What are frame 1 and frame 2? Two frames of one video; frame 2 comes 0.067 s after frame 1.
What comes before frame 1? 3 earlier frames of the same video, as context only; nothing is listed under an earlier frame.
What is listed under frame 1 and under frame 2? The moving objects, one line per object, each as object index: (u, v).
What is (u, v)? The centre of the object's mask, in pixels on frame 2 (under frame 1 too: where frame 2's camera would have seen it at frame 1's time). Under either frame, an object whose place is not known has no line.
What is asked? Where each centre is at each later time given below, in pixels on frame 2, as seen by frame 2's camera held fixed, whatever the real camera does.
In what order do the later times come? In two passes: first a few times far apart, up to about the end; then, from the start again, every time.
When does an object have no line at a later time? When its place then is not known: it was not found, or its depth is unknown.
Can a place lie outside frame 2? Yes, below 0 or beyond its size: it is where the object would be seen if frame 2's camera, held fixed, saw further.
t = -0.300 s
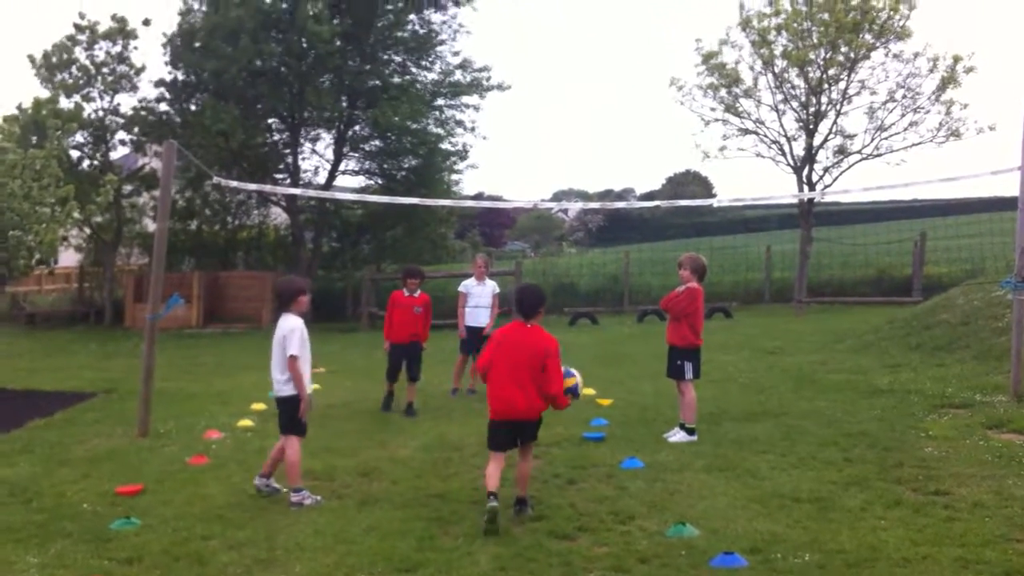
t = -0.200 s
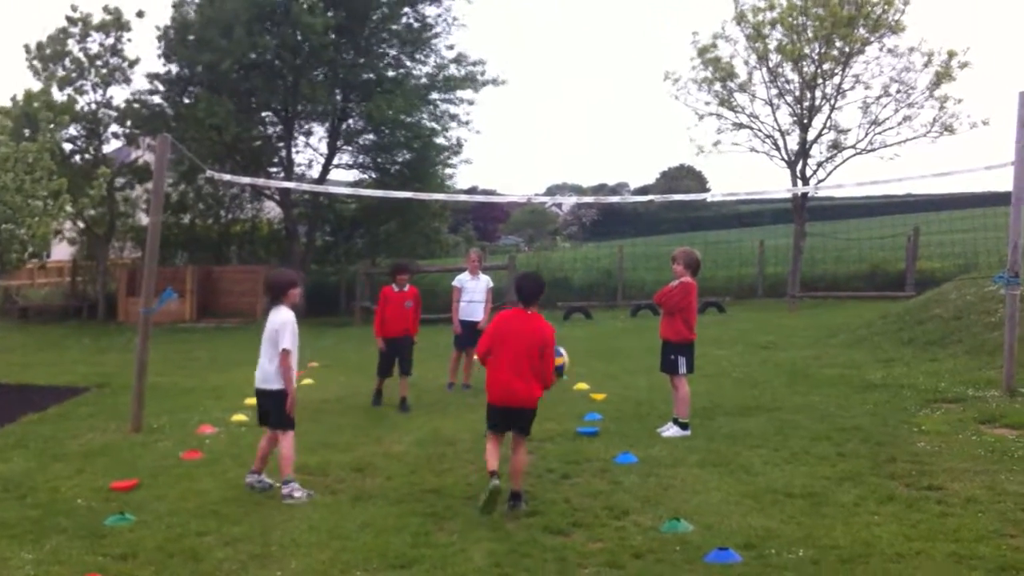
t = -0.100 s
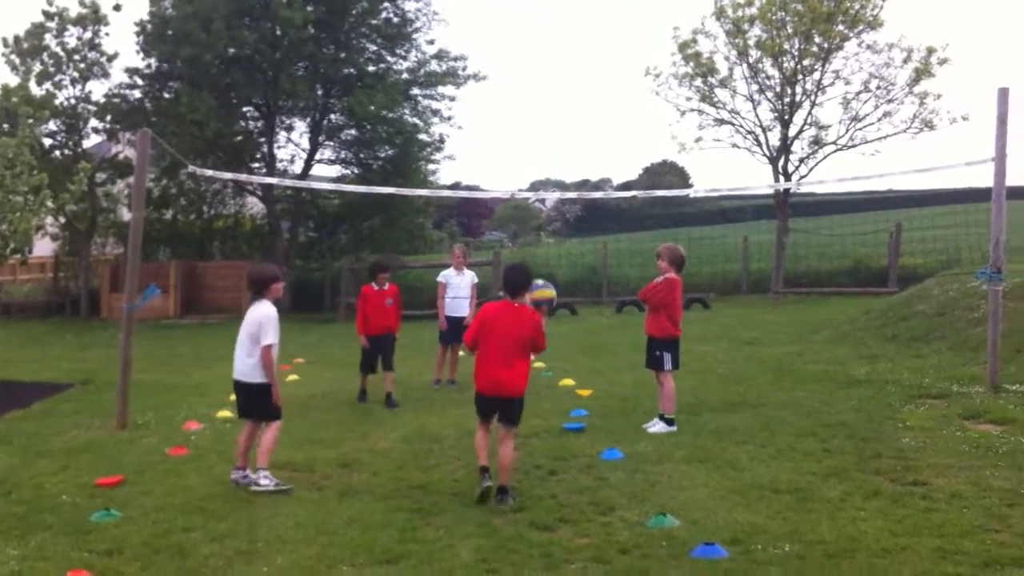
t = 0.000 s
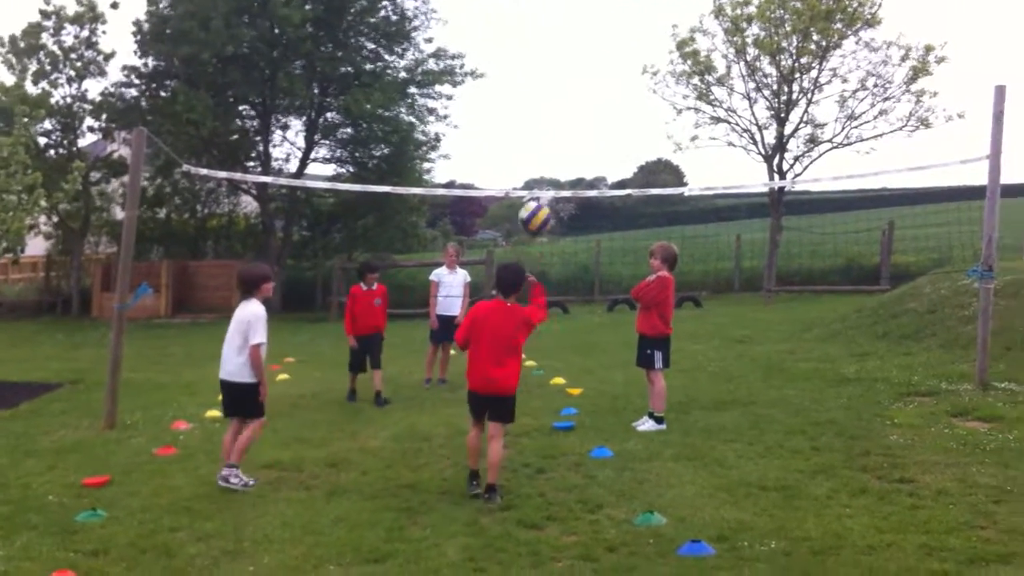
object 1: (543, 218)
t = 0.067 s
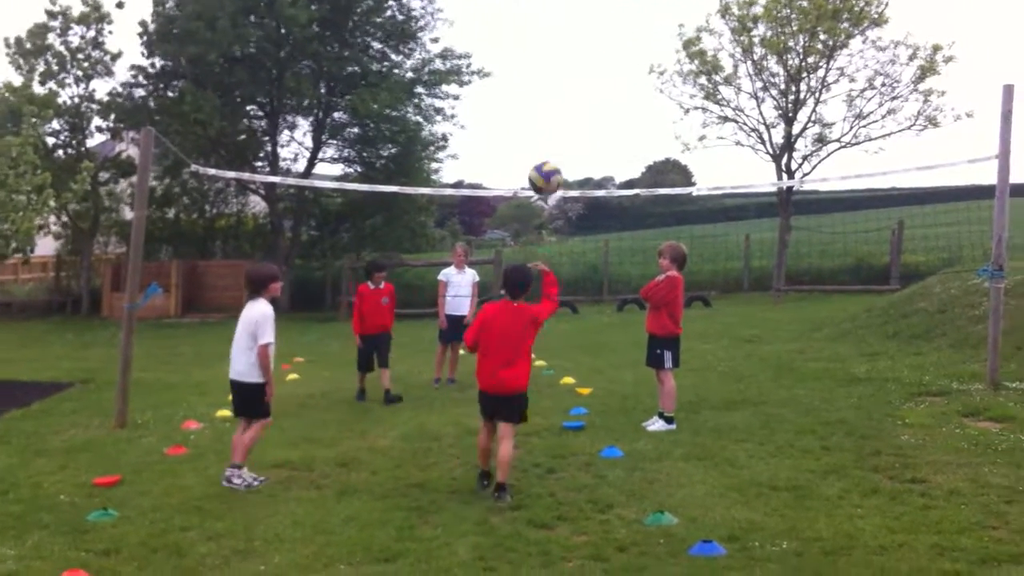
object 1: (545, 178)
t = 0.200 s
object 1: (548, 121)
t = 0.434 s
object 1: (551, 90)
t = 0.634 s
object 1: (547, 132)
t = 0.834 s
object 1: (542, 228)
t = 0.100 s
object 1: (545, 162)
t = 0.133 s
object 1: (546, 146)
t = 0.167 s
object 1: (547, 133)
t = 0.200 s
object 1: (548, 121)
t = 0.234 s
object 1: (550, 111)
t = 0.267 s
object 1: (551, 104)
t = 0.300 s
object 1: (550, 96)
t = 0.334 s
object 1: (550, 92)
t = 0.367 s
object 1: (548, 89)
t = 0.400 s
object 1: (550, 90)
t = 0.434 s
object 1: (551, 90)
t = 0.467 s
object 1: (549, 93)
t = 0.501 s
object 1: (548, 97)
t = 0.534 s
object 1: (548, 103)
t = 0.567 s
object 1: (546, 112)
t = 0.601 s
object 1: (546, 121)
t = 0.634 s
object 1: (547, 132)
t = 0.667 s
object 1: (547, 145)
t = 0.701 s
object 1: (546, 160)
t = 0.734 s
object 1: (545, 176)
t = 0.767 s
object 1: (545, 192)
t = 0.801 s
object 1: (543, 211)
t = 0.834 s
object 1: (542, 228)
